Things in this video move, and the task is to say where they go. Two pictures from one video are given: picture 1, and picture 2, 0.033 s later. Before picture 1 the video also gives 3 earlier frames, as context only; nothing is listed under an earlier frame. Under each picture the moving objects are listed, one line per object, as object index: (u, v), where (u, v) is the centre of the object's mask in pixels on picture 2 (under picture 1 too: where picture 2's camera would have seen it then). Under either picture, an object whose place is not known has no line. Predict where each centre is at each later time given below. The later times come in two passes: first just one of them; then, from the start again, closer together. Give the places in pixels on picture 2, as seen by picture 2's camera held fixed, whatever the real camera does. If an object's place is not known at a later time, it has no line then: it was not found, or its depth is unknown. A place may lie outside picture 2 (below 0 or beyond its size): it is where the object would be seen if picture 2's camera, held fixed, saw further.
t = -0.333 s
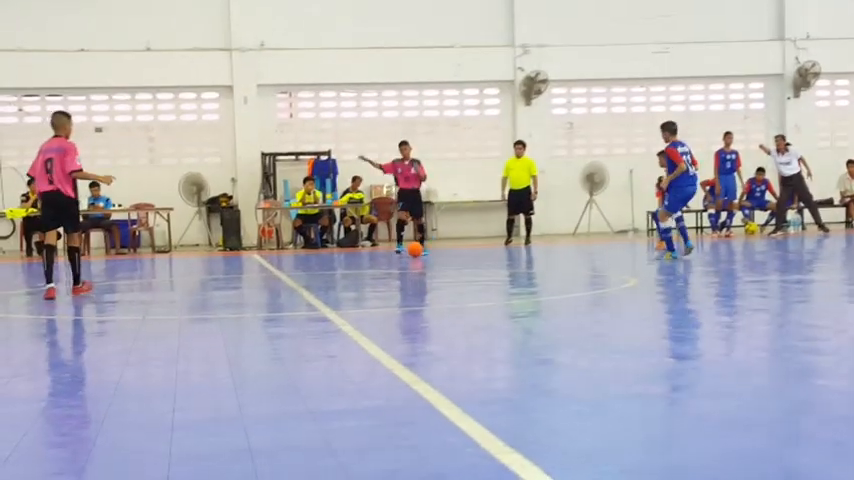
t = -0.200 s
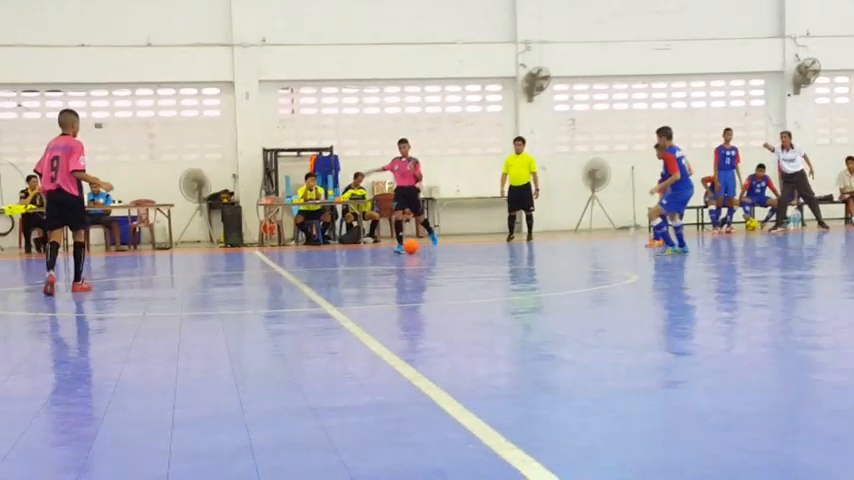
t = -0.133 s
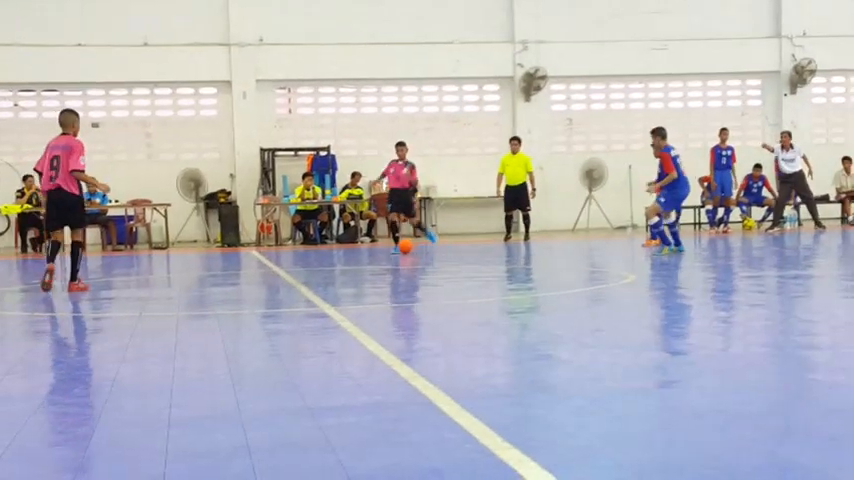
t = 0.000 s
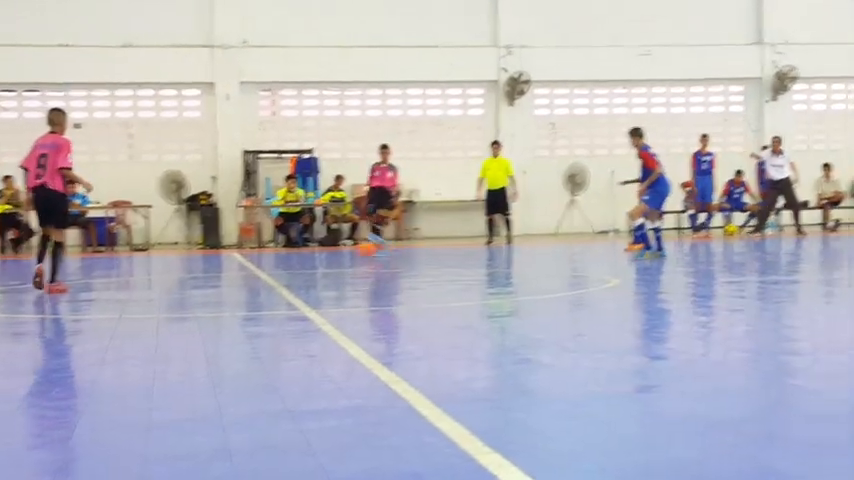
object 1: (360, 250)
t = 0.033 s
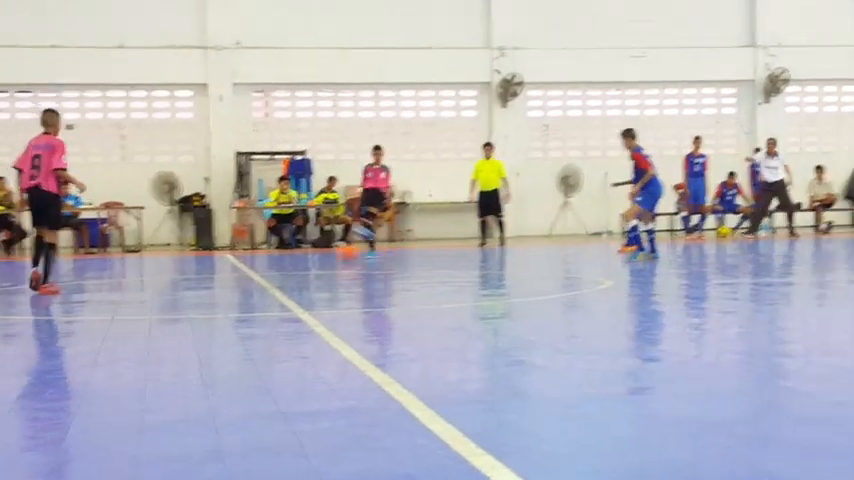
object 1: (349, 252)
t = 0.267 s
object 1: (255, 261)
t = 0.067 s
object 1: (333, 254)
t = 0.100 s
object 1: (321, 255)
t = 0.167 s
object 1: (294, 257)
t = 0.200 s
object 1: (281, 258)
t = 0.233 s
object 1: (269, 259)
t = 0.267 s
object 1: (255, 261)
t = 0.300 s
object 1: (241, 263)
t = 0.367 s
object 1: (212, 265)
